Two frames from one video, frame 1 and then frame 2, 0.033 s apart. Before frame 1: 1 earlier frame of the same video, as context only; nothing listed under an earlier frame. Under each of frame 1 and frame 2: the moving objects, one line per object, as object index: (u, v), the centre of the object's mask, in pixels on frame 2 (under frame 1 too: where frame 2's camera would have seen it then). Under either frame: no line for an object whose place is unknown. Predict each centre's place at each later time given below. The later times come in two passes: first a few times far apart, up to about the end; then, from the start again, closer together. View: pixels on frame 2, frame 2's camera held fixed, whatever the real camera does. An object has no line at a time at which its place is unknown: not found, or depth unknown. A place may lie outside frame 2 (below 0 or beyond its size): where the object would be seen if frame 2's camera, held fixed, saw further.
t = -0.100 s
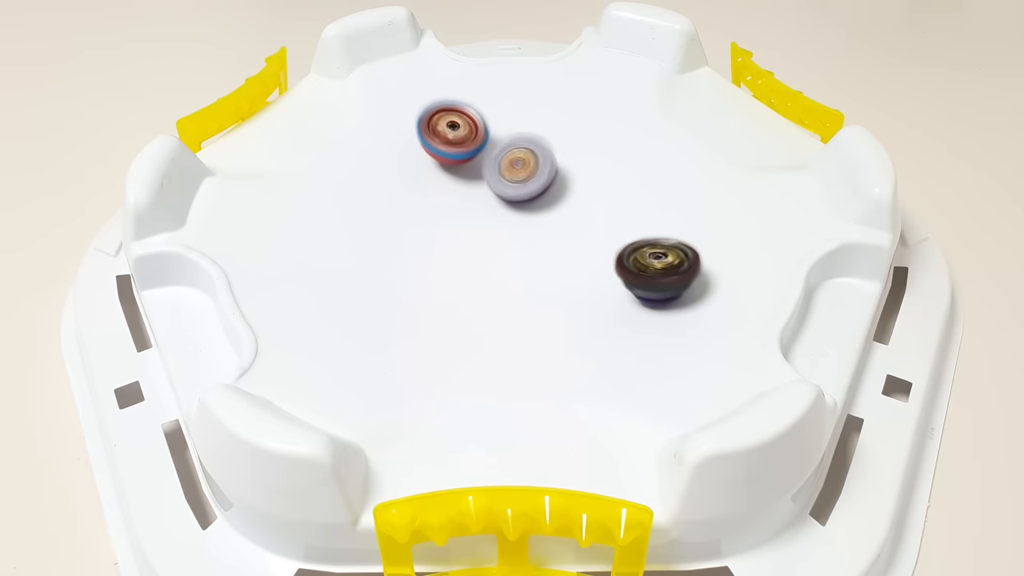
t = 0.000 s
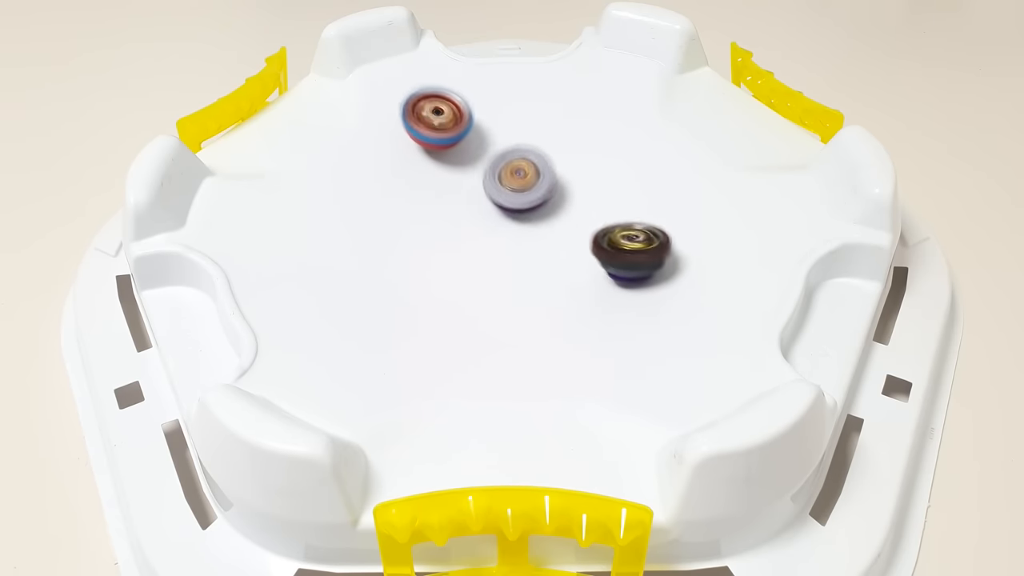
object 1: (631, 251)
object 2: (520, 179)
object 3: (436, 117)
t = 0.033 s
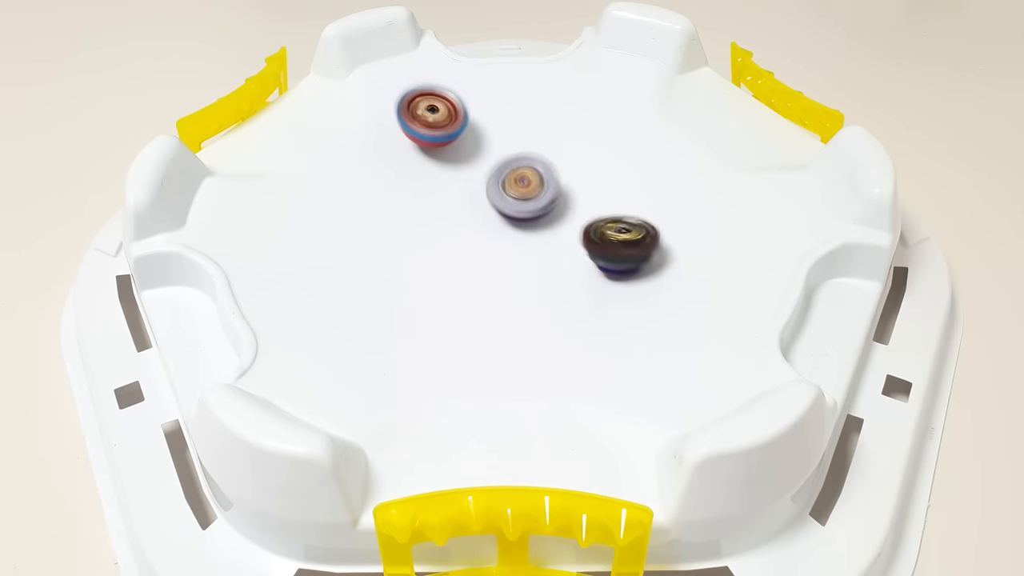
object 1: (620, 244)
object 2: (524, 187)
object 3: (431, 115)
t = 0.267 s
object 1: (681, 195)
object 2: (384, 197)
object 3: (429, 131)
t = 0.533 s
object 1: (683, 170)
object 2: (350, 207)
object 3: (521, 219)
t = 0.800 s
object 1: (579, 182)
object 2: (455, 242)
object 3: (658, 213)
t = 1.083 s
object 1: (421, 208)
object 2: (618, 270)
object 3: (658, 196)
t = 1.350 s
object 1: (336, 226)
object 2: (653, 288)
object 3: (509, 228)
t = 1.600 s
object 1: (345, 233)
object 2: (585, 254)
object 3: (430, 284)
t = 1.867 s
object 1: (424, 231)
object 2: (498, 195)
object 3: (523, 295)
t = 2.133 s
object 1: (544, 191)
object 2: (450, 138)
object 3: (593, 236)
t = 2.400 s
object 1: (713, 165)
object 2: (394, 138)
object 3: (592, 226)
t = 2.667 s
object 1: (729, 213)
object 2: (426, 218)
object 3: (516, 247)
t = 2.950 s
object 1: (633, 228)
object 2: (416, 276)
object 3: (526, 295)
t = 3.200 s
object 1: (556, 189)
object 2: (319, 220)
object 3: (571, 302)
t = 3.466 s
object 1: (507, 147)
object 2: (390, 213)
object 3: (537, 256)
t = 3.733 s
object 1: (510, 119)
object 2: (480, 208)
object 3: (560, 226)
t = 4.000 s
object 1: (520, 158)
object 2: (488, 206)
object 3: (584, 228)
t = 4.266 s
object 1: (529, 199)
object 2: (469, 248)
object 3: (568, 267)
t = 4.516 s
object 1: (537, 214)
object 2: (468, 249)
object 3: (538, 274)
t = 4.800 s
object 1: (572, 188)
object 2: (466, 235)
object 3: (534, 262)
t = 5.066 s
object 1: (553, 192)
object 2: (468, 228)
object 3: (546, 253)
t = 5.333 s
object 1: (540, 198)
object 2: (476, 234)
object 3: (543, 258)
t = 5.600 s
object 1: (535, 201)
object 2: (478, 236)
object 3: (550, 257)
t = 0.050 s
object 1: (615, 241)
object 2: (524, 192)
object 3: (430, 114)
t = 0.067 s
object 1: (608, 237)
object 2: (524, 196)
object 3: (429, 114)
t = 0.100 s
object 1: (595, 229)
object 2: (522, 203)
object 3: (426, 114)
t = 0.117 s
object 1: (593, 226)
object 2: (518, 206)
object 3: (426, 115)
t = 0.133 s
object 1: (604, 223)
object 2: (501, 207)
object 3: (425, 116)
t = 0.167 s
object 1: (633, 215)
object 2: (466, 207)
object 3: (425, 118)
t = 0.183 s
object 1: (646, 213)
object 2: (448, 205)
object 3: (425, 119)
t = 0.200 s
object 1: (656, 208)
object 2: (432, 203)
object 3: (425, 120)
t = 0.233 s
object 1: (672, 201)
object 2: (405, 200)
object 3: (426, 124)
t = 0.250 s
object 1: (677, 198)
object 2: (394, 199)
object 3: (427, 127)
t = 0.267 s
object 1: (681, 195)
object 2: (384, 197)
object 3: (429, 131)
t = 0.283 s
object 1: (685, 192)
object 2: (376, 198)
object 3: (431, 135)
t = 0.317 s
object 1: (691, 186)
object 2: (361, 196)
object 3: (436, 145)
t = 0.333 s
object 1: (693, 183)
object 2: (356, 197)
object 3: (439, 151)
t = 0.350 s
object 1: (694, 181)
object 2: (351, 197)
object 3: (443, 157)
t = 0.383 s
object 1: (696, 178)
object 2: (346, 197)
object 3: (453, 172)
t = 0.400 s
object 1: (697, 176)
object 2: (343, 197)
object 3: (458, 179)
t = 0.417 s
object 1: (697, 174)
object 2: (343, 198)
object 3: (465, 186)
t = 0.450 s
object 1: (695, 172)
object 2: (342, 200)
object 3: (480, 198)
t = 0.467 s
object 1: (693, 171)
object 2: (342, 199)
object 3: (487, 203)
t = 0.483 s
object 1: (691, 171)
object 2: (343, 200)
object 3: (496, 209)
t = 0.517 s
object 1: (685, 171)
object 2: (346, 203)
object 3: (513, 217)
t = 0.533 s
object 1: (683, 170)
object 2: (350, 207)
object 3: (521, 219)
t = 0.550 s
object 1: (679, 170)
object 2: (351, 207)
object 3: (531, 222)
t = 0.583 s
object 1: (671, 170)
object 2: (359, 210)
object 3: (549, 226)
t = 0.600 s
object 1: (665, 171)
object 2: (364, 213)
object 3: (557, 227)
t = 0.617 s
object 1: (661, 171)
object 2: (370, 217)
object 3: (567, 227)
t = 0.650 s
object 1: (649, 172)
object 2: (382, 221)
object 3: (586, 228)
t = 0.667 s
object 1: (643, 173)
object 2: (387, 223)
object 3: (594, 227)
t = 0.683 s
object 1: (636, 172)
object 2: (396, 226)
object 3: (603, 227)
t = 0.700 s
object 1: (629, 172)
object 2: (403, 229)
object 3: (611, 226)
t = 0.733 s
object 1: (611, 173)
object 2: (420, 234)
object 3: (628, 223)
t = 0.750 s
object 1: (604, 176)
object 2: (426, 235)
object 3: (637, 220)
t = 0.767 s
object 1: (595, 178)
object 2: (436, 237)
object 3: (644, 218)
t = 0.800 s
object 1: (579, 182)
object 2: (455, 242)
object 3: (658, 213)
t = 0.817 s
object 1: (569, 184)
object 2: (464, 245)
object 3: (664, 209)
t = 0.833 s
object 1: (560, 186)
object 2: (473, 245)
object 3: (669, 207)
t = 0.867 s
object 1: (541, 189)
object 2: (492, 249)
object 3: (675, 203)
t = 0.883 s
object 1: (532, 190)
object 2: (503, 251)
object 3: (677, 201)
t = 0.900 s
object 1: (522, 192)
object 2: (513, 254)
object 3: (677, 201)
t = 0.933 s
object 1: (502, 195)
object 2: (532, 255)
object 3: (677, 199)
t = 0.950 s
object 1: (493, 197)
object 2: (544, 259)
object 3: (678, 198)
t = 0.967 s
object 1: (484, 199)
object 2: (554, 261)
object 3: (677, 198)
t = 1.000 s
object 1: (465, 202)
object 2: (573, 262)
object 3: (674, 197)
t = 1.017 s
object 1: (456, 203)
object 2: (583, 264)
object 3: (672, 196)
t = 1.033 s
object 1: (446, 204)
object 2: (593, 266)
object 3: (670, 196)
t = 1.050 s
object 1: (438, 206)
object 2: (602, 268)
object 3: (667, 196)
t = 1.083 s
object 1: (421, 208)
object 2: (618, 270)
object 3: (658, 196)
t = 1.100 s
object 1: (413, 209)
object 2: (625, 272)
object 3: (652, 197)
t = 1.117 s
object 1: (405, 210)
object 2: (632, 274)
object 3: (645, 197)
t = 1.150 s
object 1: (391, 213)
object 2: (644, 278)
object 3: (627, 199)
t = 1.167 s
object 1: (384, 214)
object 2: (647, 280)
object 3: (618, 201)
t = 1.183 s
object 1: (377, 215)
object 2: (651, 281)
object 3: (607, 202)
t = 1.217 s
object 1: (366, 217)
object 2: (656, 284)
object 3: (586, 207)
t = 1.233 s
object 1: (361, 219)
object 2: (658, 285)
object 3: (576, 209)
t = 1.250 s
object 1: (356, 220)
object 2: (658, 286)
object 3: (566, 211)
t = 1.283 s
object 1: (347, 222)
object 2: (658, 287)
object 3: (545, 217)
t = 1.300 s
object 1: (344, 223)
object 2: (657, 288)
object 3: (536, 220)
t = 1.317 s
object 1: (341, 224)
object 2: (656, 287)
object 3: (526, 223)
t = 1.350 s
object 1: (336, 226)
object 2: (653, 288)
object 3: (509, 228)
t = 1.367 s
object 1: (335, 228)
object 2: (648, 284)
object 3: (501, 232)
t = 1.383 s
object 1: (333, 229)
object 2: (648, 286)
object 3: (493, 235)
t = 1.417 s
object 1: (333, 231)
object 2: (639, 282)
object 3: (477, 241)
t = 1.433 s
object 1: (333, 232)
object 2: (635, 279)
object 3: (469, 244)
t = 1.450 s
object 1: (335, 233)
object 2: (632, 277)
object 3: (462, 248)
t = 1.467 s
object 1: (336, 234)
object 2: (628, 275)
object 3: (454, 251)
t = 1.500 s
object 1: (340, 237)
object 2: (618, 268)
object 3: (440, 257)
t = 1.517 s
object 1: (343, 238)
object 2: (613, 266)
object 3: (433, 260)
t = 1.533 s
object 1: (344, 238)
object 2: (607, 265)
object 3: (428, 263)
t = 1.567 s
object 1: (343, 235)
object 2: (597, 259)
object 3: (428, 274)
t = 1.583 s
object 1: (344, 234)
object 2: (590, 257)
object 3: (429, 278)
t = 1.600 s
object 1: (345, 233)
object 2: (585, 254)
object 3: (430, 284)
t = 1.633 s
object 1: (349, 232)
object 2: (573, 248)
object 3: (436, 293)
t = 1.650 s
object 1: (352, 232)
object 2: (567, 244)
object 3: (440, 297)
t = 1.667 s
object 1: (355, 231)
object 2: (560, 242)
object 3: (445, 301)
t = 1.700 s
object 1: (363, 231)
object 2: (550, 235)
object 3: (455, 306)
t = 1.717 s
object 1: (368, 231)
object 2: (543, 233)
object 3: (461, 307)
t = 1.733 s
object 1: (373, 231)
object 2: (538, 229)
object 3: (466, 309)
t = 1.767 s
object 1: (384, 230)
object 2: (526, 222)
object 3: (480, 309)
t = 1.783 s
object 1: (390, 231)
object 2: (521, 218)
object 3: (486, 308)
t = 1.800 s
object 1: (396, 230)
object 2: (516, 213)
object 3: (494, 306)
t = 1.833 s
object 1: (410, 231)
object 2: (507, 205)
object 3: (508, 302)
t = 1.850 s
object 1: (417, 231)
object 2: (502, 200)
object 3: (514, 299)
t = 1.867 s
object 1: (424, 231)
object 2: (498, 195)
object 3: (523, 295)
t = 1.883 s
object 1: (431, 231)
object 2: (494, 190)
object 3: (528, 291)
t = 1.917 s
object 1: (447, 231)
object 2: (487, 180)
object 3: (538, 281)
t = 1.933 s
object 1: (454, 230)
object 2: (484, 174)
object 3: (542, 275)
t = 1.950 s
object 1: (463, 229)
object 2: (480, 171)
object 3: (545, 269)
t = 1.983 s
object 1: (478, 228)
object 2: (475, 164)
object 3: (549, 258)
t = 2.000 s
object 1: (485, 226)
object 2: (471, 163)
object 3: (550, 252)
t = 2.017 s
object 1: (491, 225)
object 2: (470, 160)
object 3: (554, 247)
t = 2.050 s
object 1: (501, 203)
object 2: (465, 154)
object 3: (568, 245)
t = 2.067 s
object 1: (504, 196)
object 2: (464, 151)
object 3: (574, 244)
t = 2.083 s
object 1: (509, 194)
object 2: (463, 150)
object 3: (581, 244)
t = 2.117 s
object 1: (531, 193)
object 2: (456, 145)
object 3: (589, 238)
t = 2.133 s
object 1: (544, 191)
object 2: (450, 138)
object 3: (593, 236)
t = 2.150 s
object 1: (559, 187)
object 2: (444, 133)
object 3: (595, 232)
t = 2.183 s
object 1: (589, 180)
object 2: (434, 127)
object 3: (600, 225)
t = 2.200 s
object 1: (603, 175)
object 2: (429, 124)
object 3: (600, 221)
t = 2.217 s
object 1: (618, 172)
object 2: (424, 124)
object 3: (600, 219)
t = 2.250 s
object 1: (643, 171)
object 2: (417, 123)
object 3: (598, 222)
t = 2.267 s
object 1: (654, 172)
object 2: (413, 123)
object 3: (597, 223)
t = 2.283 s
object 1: (664, 169)
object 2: (410, 123)
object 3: (597, 224)
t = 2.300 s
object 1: (672, 167)
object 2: (407, 123)
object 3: (596, 224)
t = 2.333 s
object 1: (687, 164)
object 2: (401, 128)
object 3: (595, 225)
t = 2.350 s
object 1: (695, 164)
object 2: (400, 130)
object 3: (595, 225)
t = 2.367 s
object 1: (701, 164)
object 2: (396, 130)
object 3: (594, 225)
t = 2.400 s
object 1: (713, 165)
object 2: (394, 138)
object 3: (592, 226)
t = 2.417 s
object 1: (718, 165)
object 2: (394, 140)
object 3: (591, 226)
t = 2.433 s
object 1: (723, 166)
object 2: (393, 144)
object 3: (589, 227)
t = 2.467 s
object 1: (732, 171)
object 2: (395, 154)
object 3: (584, 229)
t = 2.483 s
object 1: (735, 172)
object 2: (392, 155)
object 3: (580, 230)
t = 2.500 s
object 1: (738, 175)
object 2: (395, 161)
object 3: (575, 230)
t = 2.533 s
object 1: (742, 181)
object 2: (398, 171)
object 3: (565, 233)
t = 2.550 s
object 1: (743, 185)
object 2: (399, 175)
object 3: (560, 235)
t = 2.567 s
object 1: (743, 188)
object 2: (401, 180)
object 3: (554, 236)
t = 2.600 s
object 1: (741, 196)
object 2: (408, 192)
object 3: (541, 239)
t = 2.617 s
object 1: (739, 200)
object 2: (412, 198)
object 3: (535, 241)
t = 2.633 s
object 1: (737, 204)
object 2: (417, 205)
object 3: (530, 244)
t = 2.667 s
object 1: (729, 213)
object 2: (426, 218)
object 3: (516, 247)
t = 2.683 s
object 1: (724, 217)
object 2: (432, 224)
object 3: (510, 250)
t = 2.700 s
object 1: (718, 222)
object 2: (435, 232)
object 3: (508, 253)
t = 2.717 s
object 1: (712, 226)
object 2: (432, 231)
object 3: (512, 256)
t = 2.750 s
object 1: (697, 233)
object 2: (429, 234)
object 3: (525, 265)
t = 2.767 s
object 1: (689, 237)
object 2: (430, 242)
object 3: (532, 268)
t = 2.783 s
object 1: (679, 241)
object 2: (431, 251)
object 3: (539, 272)
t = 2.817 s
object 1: (659, 248)
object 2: (428, 260)
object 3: (553, 274)
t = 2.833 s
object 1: (647, 250)
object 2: (432, 266)
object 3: (559, 275)
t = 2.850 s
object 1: (638, 253)
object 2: (432, 269)
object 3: (563, 275)
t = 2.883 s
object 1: (639, 239)
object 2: (436, 277)
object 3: (545, 281)
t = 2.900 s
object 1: (638, 236)
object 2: (436, 277)
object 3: (530, 283)
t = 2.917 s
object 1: (638, 235)
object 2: (439, 282)
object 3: (520, 287)
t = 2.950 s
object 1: (633, 228)
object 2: (416, 276)
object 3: (526, 295)
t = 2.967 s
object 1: (629, 225)
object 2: (399, 274)
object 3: (534, 294)
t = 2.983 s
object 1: (624, 222)
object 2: (387, 273)
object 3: (540, 296)
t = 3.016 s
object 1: (613, 218)
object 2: (356, 260)
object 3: (556, 303)
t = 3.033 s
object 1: (608, 216)
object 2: (346, 256)
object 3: (560, 302)
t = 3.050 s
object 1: (603, 214)
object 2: (338, 251)
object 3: (562, 304)
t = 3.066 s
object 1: (597, 210)
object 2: (332, 244)
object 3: (567, 306)
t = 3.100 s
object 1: (586, 206)
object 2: (319, 238)
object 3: (570, 306)
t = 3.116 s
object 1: (581, 203)
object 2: (320, 234)
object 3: (570, 307)
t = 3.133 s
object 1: (575, 200)
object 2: (318, 229)
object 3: (570, 306)
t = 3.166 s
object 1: (565, 194)
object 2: (317, 223)
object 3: (571, 304)
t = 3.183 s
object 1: (561, 191)
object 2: (319, 222)
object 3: (572, 304)
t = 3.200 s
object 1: (556, 189)
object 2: (319, 220)
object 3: (571, 302)
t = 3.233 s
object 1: (548, 182)
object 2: (324, 218)
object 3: (568, 298)
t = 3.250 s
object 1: (544, 179)
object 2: (325, 217)
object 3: (567, 296)
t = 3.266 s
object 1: (540, 176)
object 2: (327, 217)
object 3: (564, 293)
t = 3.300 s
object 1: (533, 170)
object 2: (334, 217)
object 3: (559, 287)
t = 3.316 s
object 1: (531, 167)
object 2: (336, 217)
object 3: (557, 285)
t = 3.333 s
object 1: (528, 164)
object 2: (341, 217)
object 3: (554, 282)
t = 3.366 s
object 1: (521, 158)
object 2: (348, 217)
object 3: (548, 276)
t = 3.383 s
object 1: (519, 156)
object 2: (355, 215)
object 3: (547, 272)
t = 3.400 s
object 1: (517, 154)
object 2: (363, 215)
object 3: (544, 269)
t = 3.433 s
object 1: (512, 150)
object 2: (374, 213)
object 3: (540, 263)
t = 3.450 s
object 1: (509, 148)
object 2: (383, 213)
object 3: (539, 260)
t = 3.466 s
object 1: (507, 147)
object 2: (390, 213)
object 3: (537, 256)
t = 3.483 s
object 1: (506, 145)
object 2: (398, 210)
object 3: (536, 253)
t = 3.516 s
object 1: (502, 143)
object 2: (417, 209)
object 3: (535, 247)
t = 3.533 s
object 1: (500, 143)
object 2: (424, 207)
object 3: (535, 245)
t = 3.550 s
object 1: (498, 142)
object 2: (433, 206)
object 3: (534, 241)
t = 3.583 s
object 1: (497, 143)
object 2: (449, 203)
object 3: (535, 235)
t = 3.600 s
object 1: (495, 143)
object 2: (459, 200)
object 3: (535, 233)
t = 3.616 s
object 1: (494, 143)
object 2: (469, 198)
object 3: (536, 230)
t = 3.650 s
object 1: (499, 134)
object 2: (473, 204)
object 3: (540, 227)
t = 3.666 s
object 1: (503, 130)
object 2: (475, 205)
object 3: (545, 226)
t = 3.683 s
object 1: (505, 126)
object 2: (475, 206)
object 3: (549, 225)
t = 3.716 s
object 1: (508, 121)
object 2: (477, 208)
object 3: (557, 225)
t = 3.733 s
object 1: (510, 119)
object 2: (480, 208)
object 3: (560, 226)
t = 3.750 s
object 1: (512, 119)
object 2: (480, 207)
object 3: (562, 226)
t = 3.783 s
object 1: (514, 120)
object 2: (485, 208)
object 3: (566, 223)
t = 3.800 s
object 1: (514, 121)
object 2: (486, 207)
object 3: (568, 223)
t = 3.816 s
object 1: (515, 123)
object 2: (486, 207)
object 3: (570, 222)
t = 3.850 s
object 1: (516, 125)
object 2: (488, 206)
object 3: (574, 221)
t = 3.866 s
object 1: (517, 127)
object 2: (486, 206)
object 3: (576, 221)
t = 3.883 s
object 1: (518, 129)
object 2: (487, 206)
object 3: (577, 221)
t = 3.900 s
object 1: (519, 133)
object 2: (487, 206)
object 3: (579, 222)
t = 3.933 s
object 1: (519, 142)
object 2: (486, 206)
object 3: (582, 223)
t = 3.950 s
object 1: (518, 146)
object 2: (487, 205)
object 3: (583, 225)
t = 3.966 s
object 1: (519, 149)
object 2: (489, 205)
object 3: (584, 225)
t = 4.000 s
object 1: (520, 158)
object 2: (488, 206)
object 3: (584, 228)
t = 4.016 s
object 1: (521, 159)
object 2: (489, 211)
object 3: (585, 230)
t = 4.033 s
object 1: (524, 159)
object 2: (488, 216)
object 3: (584, 232)
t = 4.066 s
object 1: (527, 164)
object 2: (484, 226)
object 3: (582, 237)
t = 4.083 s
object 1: (528, 167)
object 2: (485, 230)
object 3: (582, 239)
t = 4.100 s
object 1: (527, 172)
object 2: (486, 232)
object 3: (579, 242)
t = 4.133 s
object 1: (525, 181)
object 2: (485, 238)
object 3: (574, 247)
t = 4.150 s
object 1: (524, 185)
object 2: (486, 240)
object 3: (572, 248)
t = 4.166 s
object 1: (524, 188)
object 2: (486, 242)
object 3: (570, 251)
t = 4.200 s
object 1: (523, 196)
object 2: (485, 243)
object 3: (564, 254)
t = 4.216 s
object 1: (522, 201)
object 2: (486, 245)
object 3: (562, 258)
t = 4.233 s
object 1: (522, 203)
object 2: (483, 247)
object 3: (564, 260)
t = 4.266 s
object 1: (529, 199)
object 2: (469, 248)
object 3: (568, 267)
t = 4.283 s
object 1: (533, 197)
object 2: (464, 248)
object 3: (568, 268)
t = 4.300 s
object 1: (536, 196)
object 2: (461, 249)
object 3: (566, 272)
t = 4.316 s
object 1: (539, 196)
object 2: (458, 250)
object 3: (563, 273)
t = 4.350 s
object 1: (542, 198)
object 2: (454, 250)
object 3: (560, 277)
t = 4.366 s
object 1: (543, 200)
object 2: (452, 249)
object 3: (559, 277)
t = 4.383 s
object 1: (542, 203)
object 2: (450, 250)
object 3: (558, 279)
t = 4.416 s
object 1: (539, 206)
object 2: (453, 251)
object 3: (553, 278)
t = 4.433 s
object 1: (538, 207)
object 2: (456, 251)
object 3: (551, 279)
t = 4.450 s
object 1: (537, 209)
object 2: (460, 250)
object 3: (549, 278)
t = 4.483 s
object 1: (537, 211)
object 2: (465, 248)
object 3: (543, 277)
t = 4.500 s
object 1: (538, 212)
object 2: (466, 249)
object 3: (540, 275)
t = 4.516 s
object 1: (537, 214)
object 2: (468, 249)
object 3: (538, 274)
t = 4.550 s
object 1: (541, 213)
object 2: (472, 248)
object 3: (537, 271)
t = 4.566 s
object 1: (544, 211)
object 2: (467, 246)
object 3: (538, 268)
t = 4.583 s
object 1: (548, 211)
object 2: (465, 246)
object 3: (537, 265)
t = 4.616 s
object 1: (554, 210)
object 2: (464, 245)
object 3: (538, 262)
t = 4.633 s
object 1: (558, 211)
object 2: (464, 244)
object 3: (538, 260)
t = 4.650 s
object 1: (563, 210)
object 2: (465, 243)
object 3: (537, 260)
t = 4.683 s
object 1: (570, 206)
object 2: (465, 240)
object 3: (536, 262)
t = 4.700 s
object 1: (573, 203)
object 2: (465, 239)
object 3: (535, 261)
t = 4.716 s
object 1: (574, 200)
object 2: (464, 237)
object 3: (534, 261)
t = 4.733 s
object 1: (574, 195)
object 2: (463, 237)
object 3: (534, 261)
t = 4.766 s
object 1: (572, 191)
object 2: (464, 236)
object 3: (534, 261)
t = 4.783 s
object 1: (572, 189)
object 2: (465, 235)
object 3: (534, 262)
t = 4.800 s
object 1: (572, 188)
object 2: (466, 235)
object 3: (534, 262)
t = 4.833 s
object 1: (572, 185)
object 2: (467, 233)
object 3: (534, 262)
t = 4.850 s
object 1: (572, 185)
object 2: (467, 232)
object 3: (534, 262)
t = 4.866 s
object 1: (572, 184)
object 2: (467, 232)
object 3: (533, 262)
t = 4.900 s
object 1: (572, 185)
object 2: (469, 235)
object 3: (536, 261)
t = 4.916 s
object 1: (571, 184)
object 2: (468, 234)
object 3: (536, 262)
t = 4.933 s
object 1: (570, 185)
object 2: (466, 234)
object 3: (537, 263)
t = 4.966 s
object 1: (566, 187)
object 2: (465, 233)
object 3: (540, 262)
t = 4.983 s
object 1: (563, 189)
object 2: (463, 232)
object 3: (541, 261)
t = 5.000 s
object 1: (560, 190)
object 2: (463, 232)
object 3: (542, 260)
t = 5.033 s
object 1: (554, 191)
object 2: (464, 229)
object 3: (545, 259)
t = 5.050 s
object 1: (553, 192)
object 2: (465, 228)
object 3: (547, 256)
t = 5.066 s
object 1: (553, 192)
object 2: (468, 228)
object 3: (546, 253)
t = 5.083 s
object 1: (552, 193)
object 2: (470, 227)
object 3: (547, 252)
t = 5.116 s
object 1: (553, 194)
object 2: (473, 228)
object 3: (547, 249)
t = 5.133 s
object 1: (552, 194)
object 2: (474, 228)
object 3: (546, 247)
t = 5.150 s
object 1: (552, 193)
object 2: (473, 230)
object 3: (544, 247)
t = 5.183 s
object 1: (552, 195)
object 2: (475, 233)
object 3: (542, 250)
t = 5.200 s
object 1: (551, 195)
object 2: (475, 233)
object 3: (540, 251)
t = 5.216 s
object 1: (551, 195)
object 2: (476, 233)
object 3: (538, 253)
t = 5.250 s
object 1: (549, 196)
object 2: (476, 234)
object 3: (537, 255)
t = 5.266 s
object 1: (548, 197)
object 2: (476, 233)
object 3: (538, 257)
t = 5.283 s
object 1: (546, 198)
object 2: (475, 233)
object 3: (539, 258)
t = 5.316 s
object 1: (542, 198)
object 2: (476, 234)
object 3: (542, 259)
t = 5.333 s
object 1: (540, 198)
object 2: (476, 234)
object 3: (543, 258)
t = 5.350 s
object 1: (537, 199)
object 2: (476, 234)
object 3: (545, 259)
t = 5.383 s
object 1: (535, 201)
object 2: (477, 235)
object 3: (548, 259)
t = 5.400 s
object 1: (536, 201)
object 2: (477, 235)
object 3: (549, 259)
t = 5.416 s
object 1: (535, 202)
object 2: (477, 235)
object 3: (549, 259)
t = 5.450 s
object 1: (536, 201)
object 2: (478, 236)
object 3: (550, 258)
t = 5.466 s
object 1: (536, 201)
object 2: (478, 236)
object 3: (550, 257)
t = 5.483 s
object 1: (536, 201)
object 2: (478, 236)
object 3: (550, 257)
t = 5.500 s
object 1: (536, 201)
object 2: (478, 236)
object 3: (550, 257)
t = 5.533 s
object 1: (535, 201)
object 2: (478, 236)
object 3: (551, 257)
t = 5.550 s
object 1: (535, 201)
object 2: (478, 236)
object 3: (551, 257)
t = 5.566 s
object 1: (535, 201)
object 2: (478, 236)
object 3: (550, 257)
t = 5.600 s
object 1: (535, 201)
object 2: (478, 236)
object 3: (550, 257)
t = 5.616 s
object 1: (534, 201)
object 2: (478, 236)
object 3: (550, 257)
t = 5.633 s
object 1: (535, 201)
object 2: (478, 235)
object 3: (549, 257)
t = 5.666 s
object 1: (535, 200)
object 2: (478, 235)
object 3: (549, 256)
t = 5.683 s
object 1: (535, 200)
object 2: (478, 235)
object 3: (549, 256)
